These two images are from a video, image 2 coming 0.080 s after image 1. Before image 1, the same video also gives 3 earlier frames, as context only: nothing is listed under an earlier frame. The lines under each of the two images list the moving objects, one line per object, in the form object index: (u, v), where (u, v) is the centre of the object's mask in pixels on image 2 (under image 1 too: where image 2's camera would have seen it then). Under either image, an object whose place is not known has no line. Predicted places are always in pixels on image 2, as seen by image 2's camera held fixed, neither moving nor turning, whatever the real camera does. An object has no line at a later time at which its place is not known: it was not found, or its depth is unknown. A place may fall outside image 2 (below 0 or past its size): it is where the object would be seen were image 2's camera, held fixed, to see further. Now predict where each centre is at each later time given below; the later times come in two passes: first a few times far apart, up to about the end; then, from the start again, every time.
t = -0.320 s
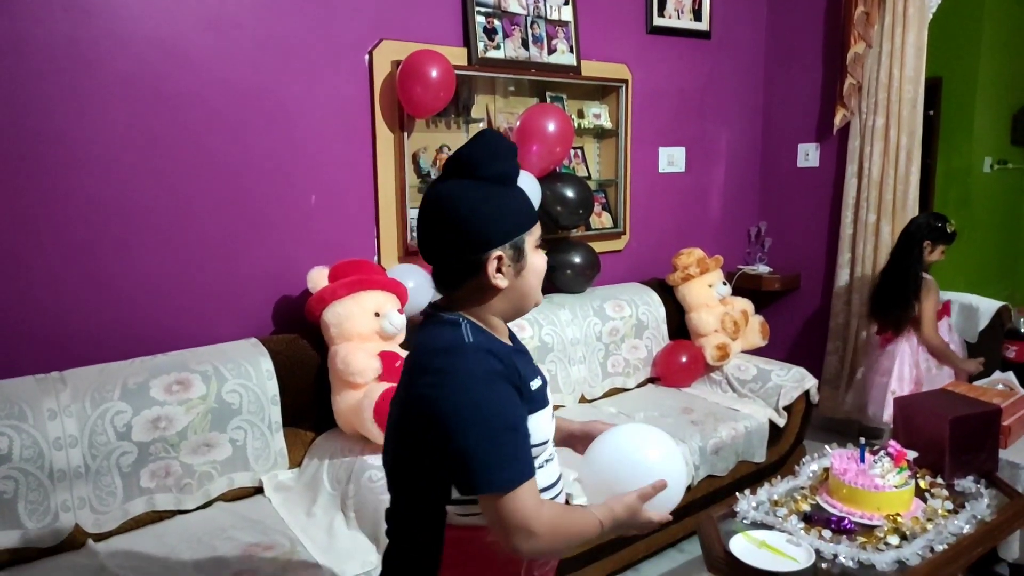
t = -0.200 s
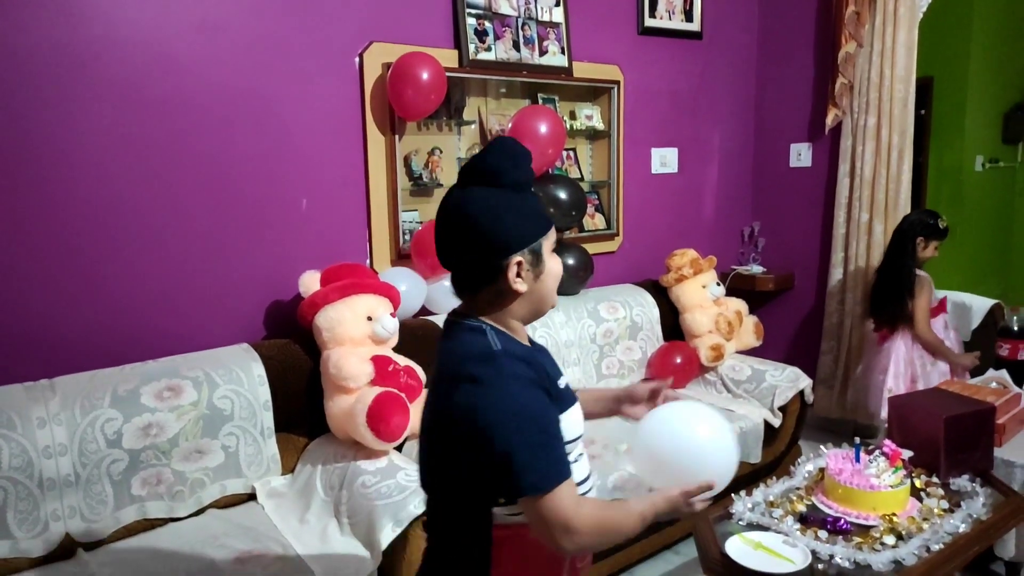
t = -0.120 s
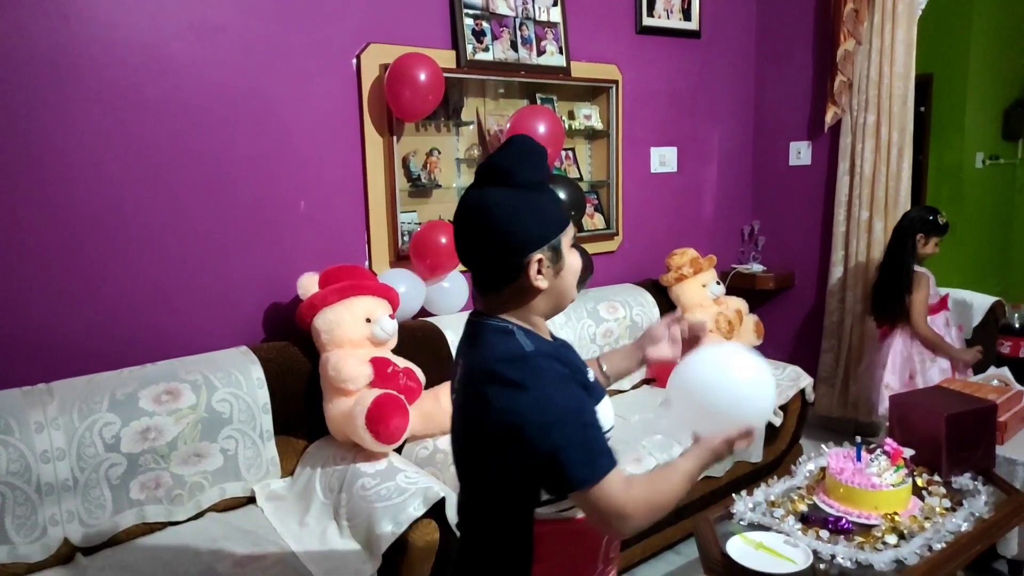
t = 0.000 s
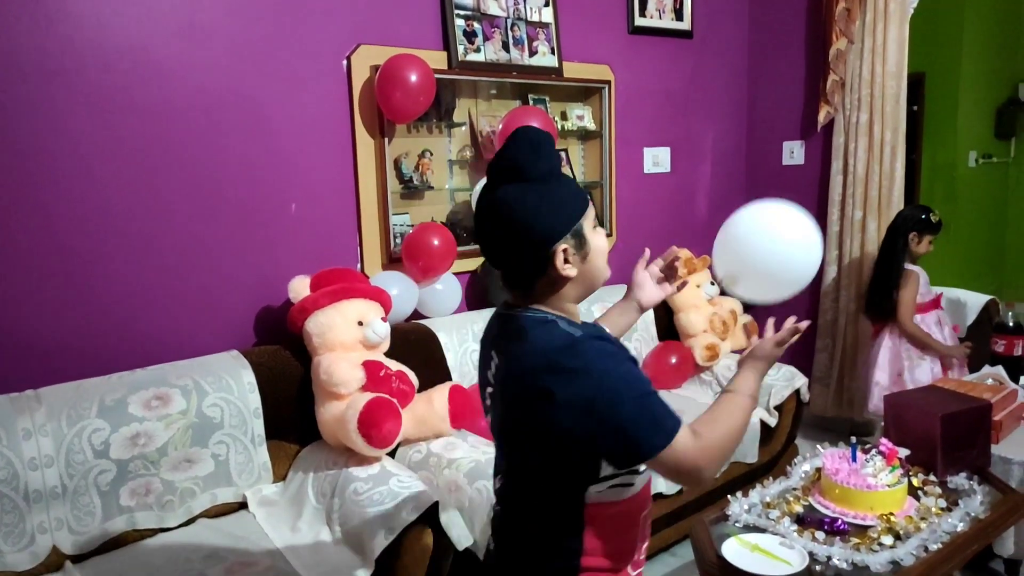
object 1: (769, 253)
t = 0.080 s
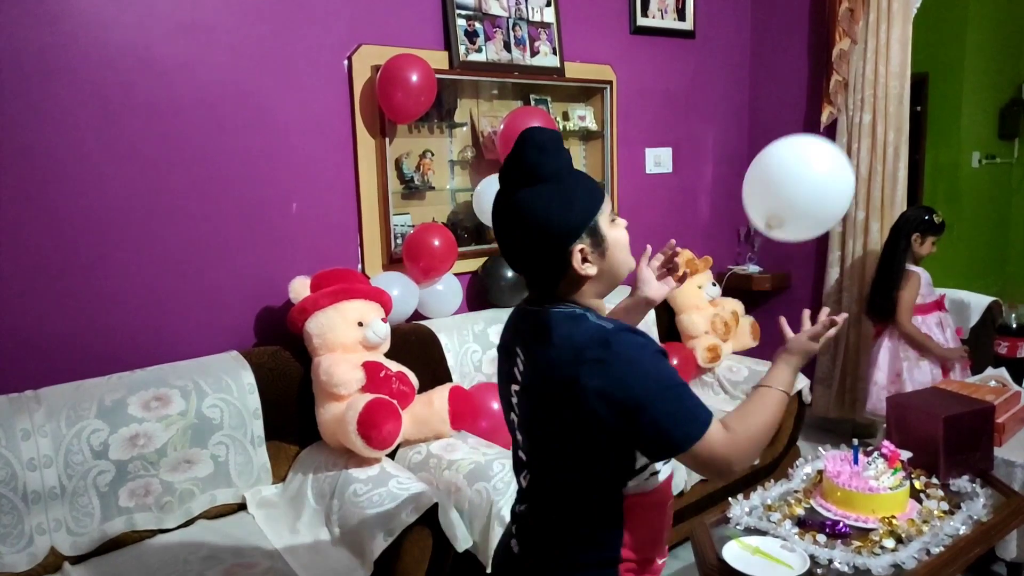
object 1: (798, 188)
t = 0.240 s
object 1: (846, 118)
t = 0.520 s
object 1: (916, 121)
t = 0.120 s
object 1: (809, 167)
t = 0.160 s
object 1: (820, 149)
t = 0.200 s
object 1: (836, 128)
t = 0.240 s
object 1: (846, 118)
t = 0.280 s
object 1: (860, 107)
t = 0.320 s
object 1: (870, 103)
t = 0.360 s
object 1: (883, 100)
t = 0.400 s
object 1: (895, 102)
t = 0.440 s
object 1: (902, 106)
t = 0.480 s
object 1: (908, 111)
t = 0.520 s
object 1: (916, 121)
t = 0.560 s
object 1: (924, 135)
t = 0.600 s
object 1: (927, 140)
